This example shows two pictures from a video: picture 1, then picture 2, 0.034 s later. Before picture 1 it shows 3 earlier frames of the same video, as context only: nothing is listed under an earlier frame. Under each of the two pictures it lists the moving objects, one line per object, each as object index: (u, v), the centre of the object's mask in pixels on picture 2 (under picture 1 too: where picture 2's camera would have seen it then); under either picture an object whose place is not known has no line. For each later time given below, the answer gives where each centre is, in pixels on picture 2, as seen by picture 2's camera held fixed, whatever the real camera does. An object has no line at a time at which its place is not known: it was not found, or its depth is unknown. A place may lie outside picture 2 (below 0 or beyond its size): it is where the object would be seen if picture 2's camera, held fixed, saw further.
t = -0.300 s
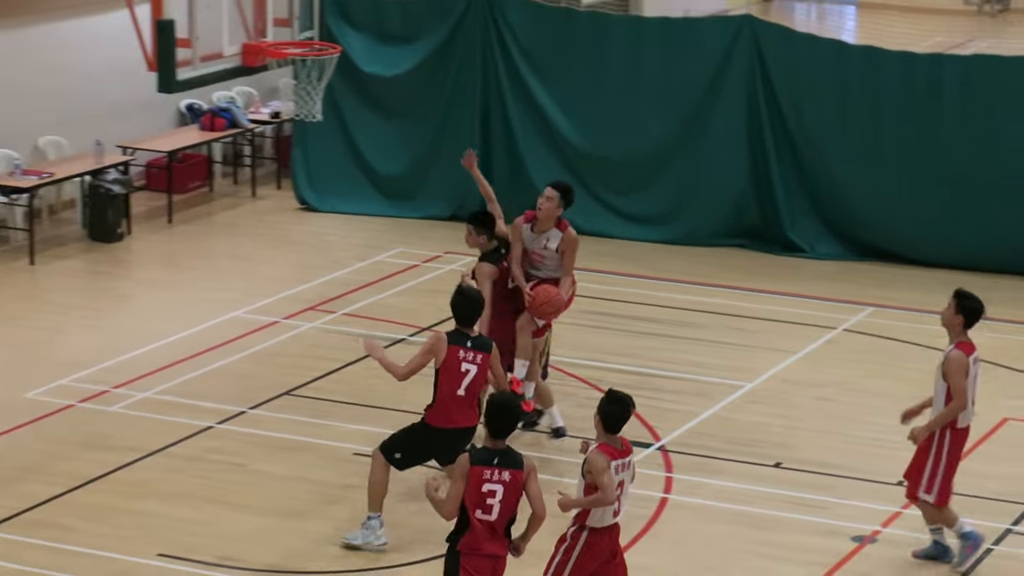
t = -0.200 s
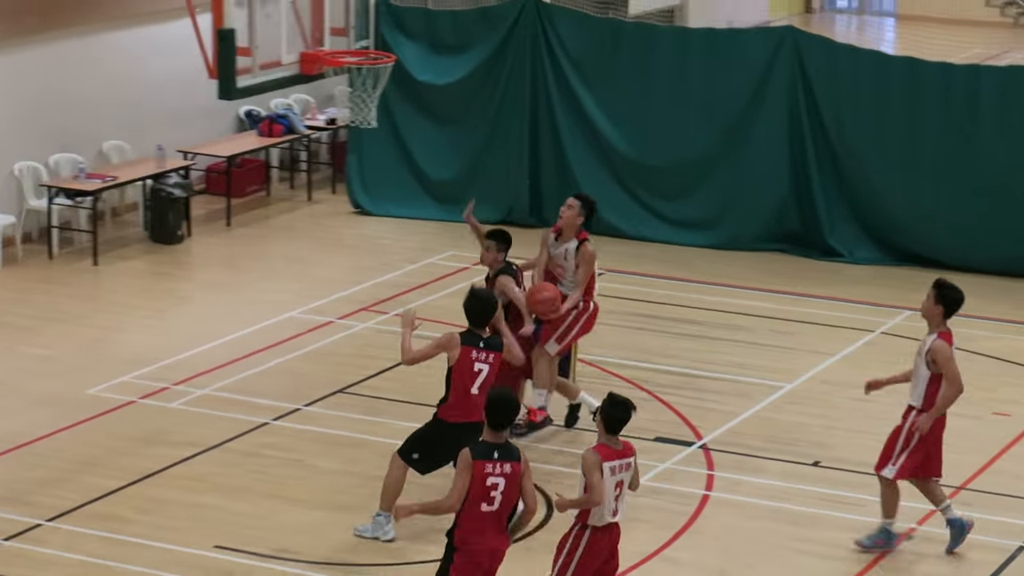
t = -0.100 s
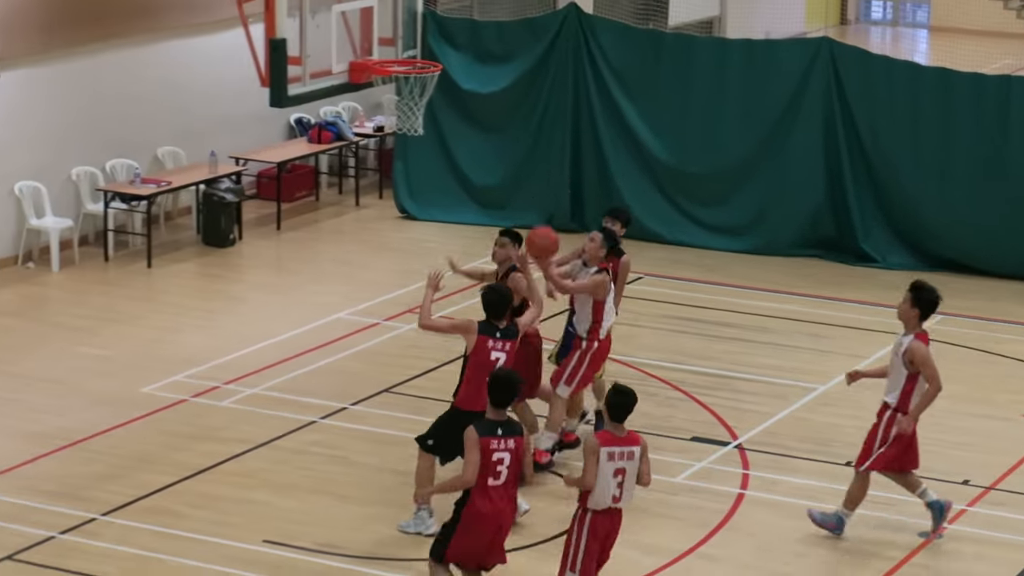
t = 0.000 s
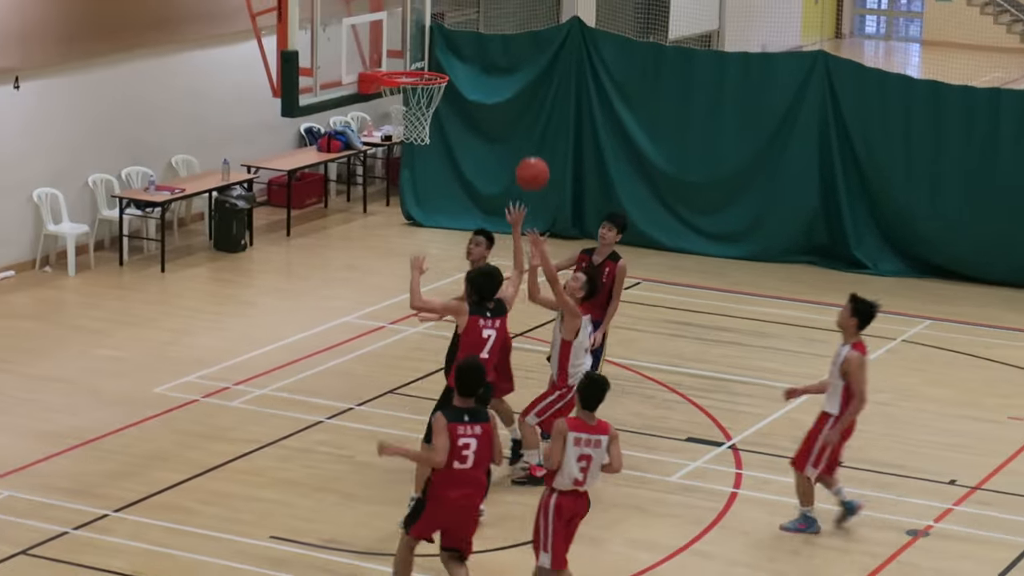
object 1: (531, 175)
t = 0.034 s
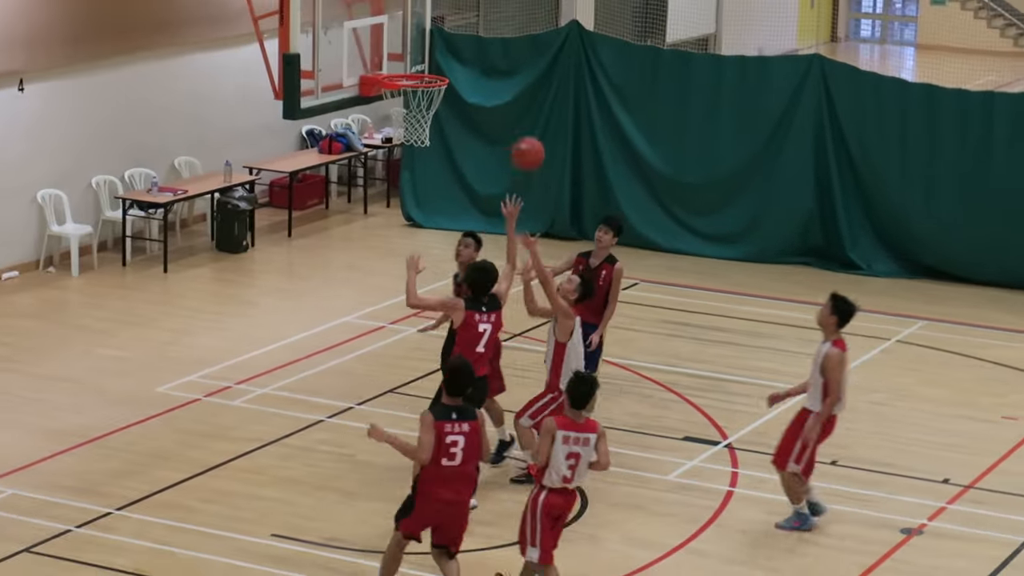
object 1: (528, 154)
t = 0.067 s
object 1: (525, 133)
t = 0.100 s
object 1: (522, 113)
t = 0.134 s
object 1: (519, 95)
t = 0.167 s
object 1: (515, 78)
